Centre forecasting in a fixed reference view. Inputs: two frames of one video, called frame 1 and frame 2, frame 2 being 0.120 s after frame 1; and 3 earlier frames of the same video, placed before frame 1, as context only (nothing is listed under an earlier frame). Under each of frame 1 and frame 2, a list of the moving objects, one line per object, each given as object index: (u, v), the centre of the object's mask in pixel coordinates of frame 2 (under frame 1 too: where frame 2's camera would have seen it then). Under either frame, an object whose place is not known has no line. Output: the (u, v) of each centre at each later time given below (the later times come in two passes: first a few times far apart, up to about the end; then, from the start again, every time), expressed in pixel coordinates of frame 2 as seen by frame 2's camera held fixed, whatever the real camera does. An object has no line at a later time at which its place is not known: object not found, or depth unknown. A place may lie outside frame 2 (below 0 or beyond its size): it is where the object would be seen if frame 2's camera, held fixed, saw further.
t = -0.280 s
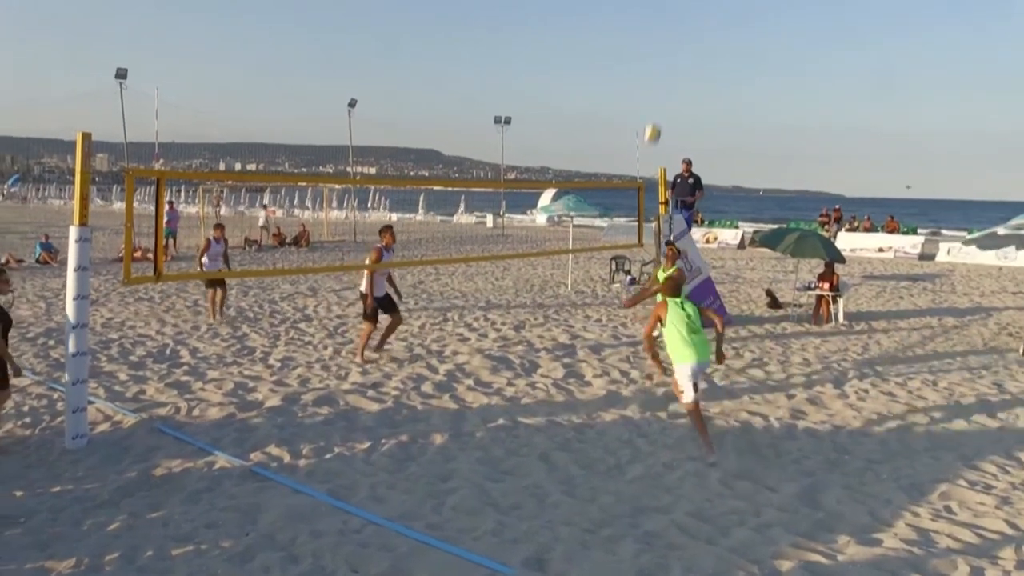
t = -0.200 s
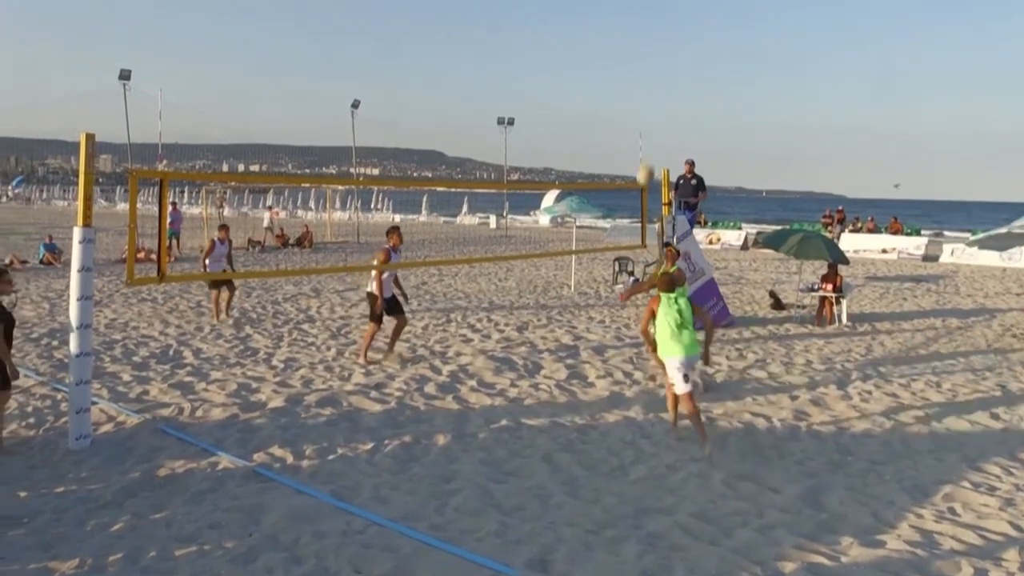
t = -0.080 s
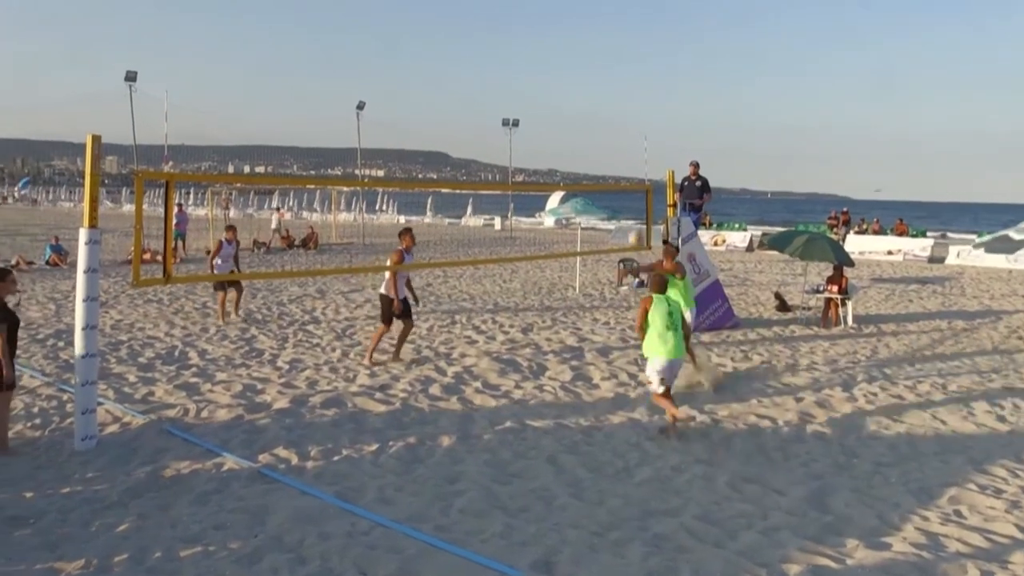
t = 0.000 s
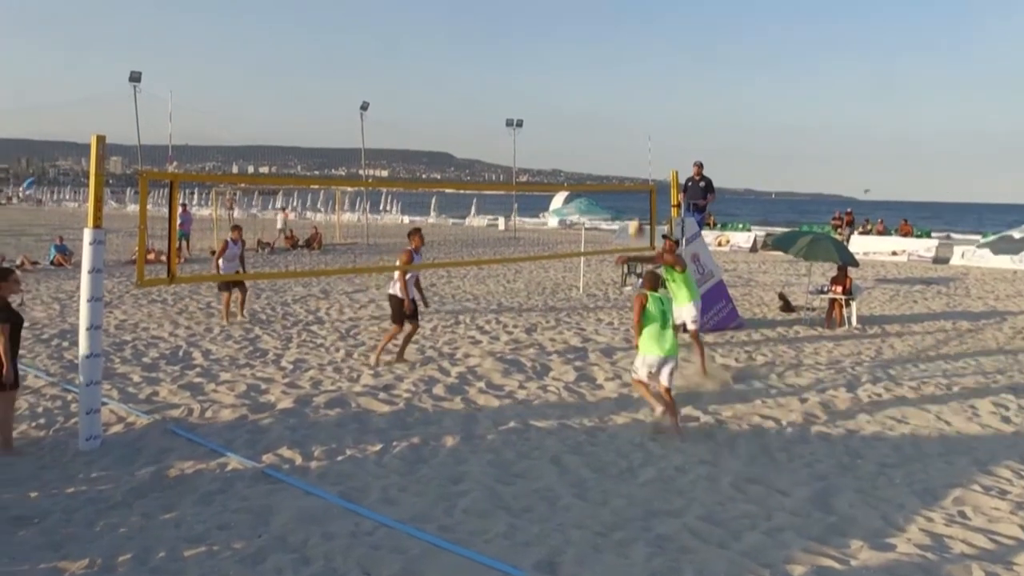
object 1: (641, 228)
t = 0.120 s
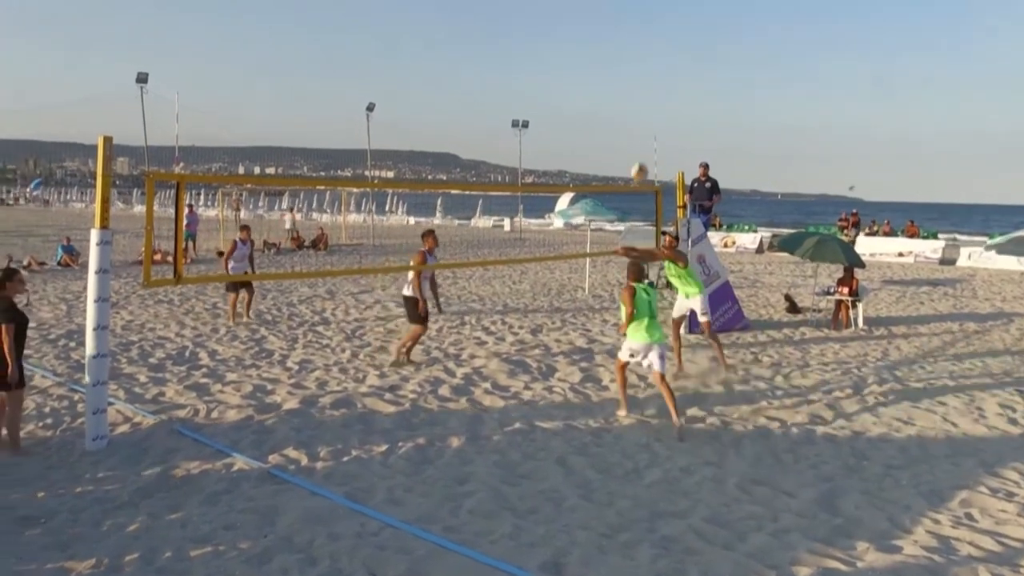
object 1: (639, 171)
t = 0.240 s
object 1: (634, 124)
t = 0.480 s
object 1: (618, 64)
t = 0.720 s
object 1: (596, 54)
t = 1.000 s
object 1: (564, 101)
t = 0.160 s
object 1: (637, 154)
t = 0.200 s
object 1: (636, 138)
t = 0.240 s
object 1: (634, 124)
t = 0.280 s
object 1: (631, 111)
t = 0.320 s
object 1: (629, 99)
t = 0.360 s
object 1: (626, 88)
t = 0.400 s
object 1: (624, 79)
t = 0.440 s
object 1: (621, 71)
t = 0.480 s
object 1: (618, 64)
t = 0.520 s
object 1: (615, 59)
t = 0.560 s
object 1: (611, 55)
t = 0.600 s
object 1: (607, 53)
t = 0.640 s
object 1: (604, 51)
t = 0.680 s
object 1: (600, 52)
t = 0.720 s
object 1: (596, 54)
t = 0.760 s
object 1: (592, 56)
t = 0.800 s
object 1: (588, 60)
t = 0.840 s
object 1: (583, 66)
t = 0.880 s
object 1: (578, 72)
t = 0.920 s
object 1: (574, 81)
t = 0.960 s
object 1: (569, 91)
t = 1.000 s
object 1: (564, 101)
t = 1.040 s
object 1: (559, 113)
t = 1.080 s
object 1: (554, 126)
